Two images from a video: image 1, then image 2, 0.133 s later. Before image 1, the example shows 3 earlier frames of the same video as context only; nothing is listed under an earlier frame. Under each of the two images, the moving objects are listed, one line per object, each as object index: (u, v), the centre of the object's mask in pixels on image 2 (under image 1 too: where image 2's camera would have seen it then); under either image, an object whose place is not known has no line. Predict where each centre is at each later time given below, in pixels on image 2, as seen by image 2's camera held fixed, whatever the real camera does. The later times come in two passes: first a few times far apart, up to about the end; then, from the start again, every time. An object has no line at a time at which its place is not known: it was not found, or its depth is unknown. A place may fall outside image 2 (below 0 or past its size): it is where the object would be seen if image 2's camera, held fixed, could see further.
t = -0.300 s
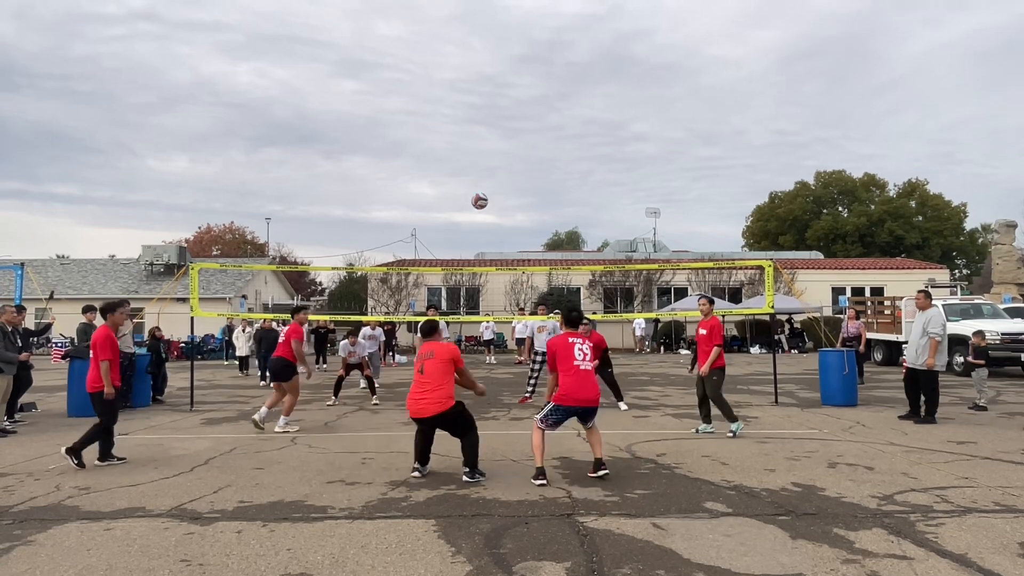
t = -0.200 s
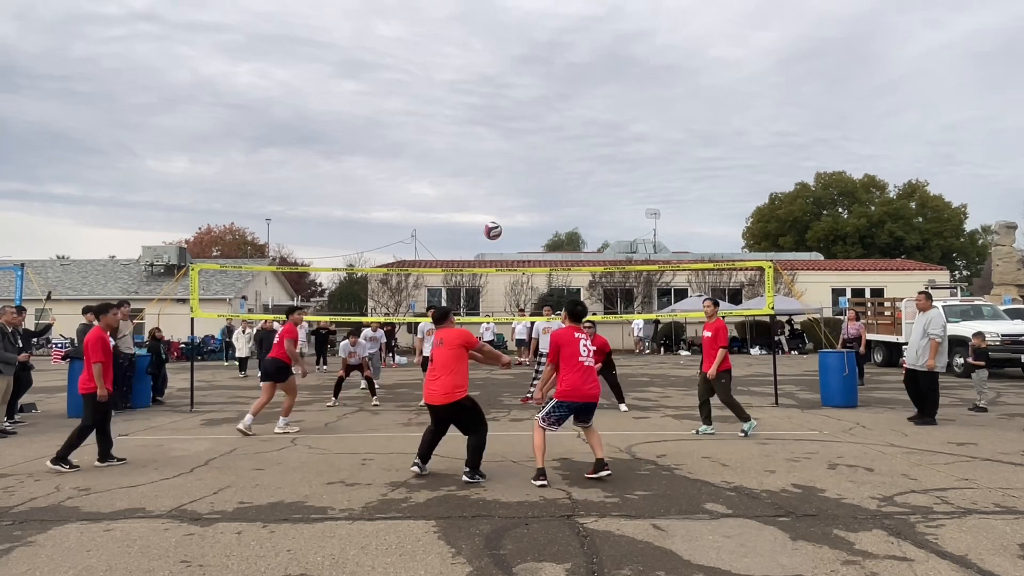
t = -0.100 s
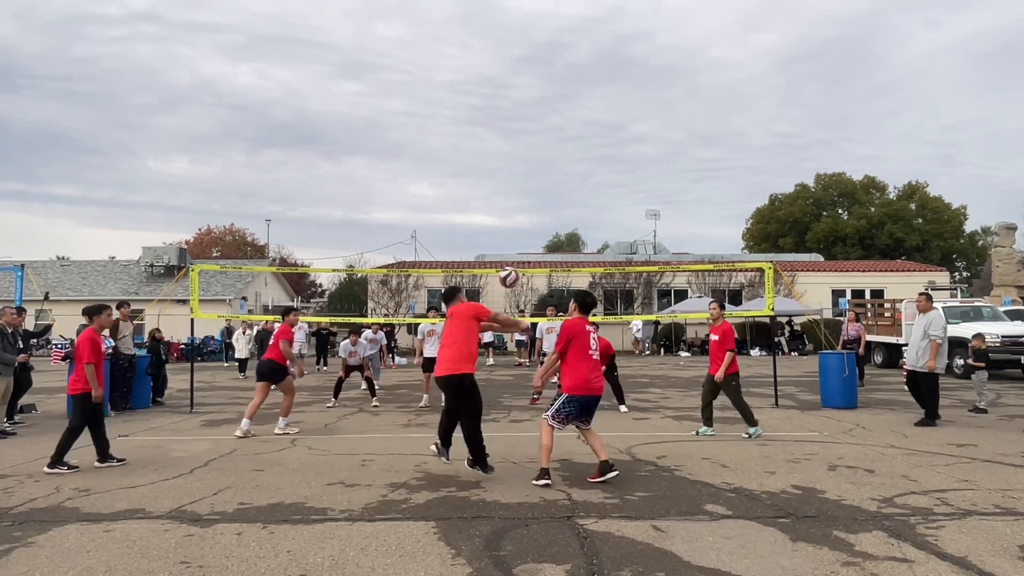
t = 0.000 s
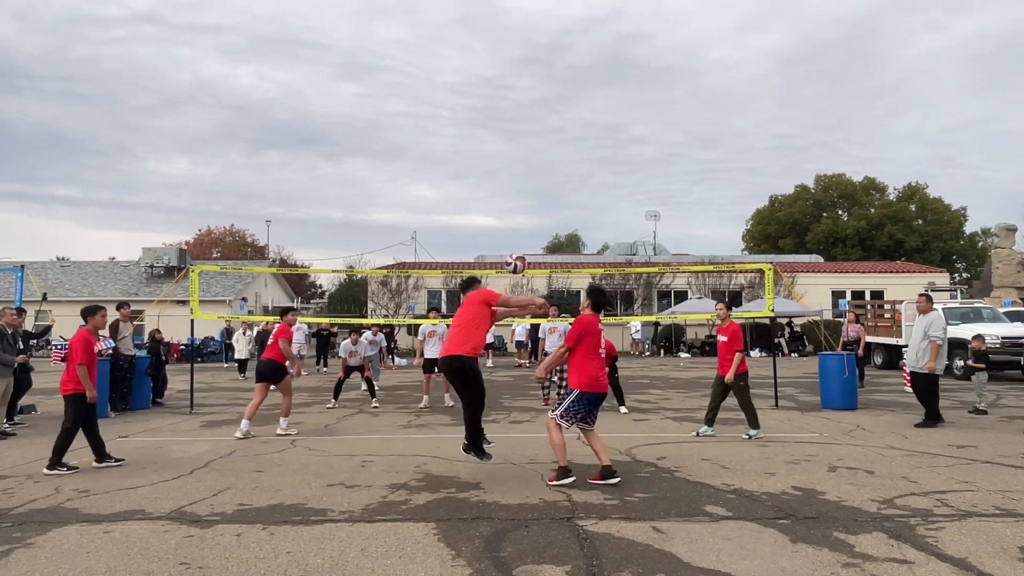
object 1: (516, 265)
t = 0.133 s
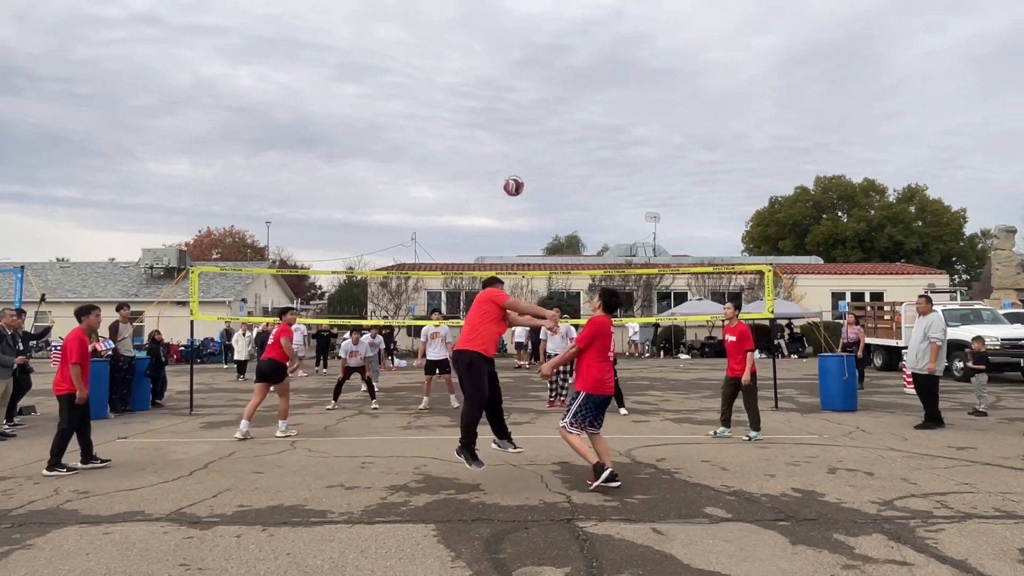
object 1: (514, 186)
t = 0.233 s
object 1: (512, 142)
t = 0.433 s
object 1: (510, 89)
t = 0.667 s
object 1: (508, 77)
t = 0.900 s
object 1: (508, 110)
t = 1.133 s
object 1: (509, 179)
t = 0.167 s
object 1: (513, 170)
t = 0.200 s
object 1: (512, 156)
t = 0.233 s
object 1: (512, 142)
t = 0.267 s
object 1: (511, 130)
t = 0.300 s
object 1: (511, 120)
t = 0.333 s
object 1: (511, 110)
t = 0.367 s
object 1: (510, 102)
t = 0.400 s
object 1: (510, 95)
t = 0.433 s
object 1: (510, 89)
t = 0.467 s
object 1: (509, 85)
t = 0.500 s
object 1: (509, 81)
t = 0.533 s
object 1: (509, 78)
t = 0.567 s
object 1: (508, 77)
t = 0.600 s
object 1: (508, 76)
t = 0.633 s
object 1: (508, 76)
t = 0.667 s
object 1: (508, 77)
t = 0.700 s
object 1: (508, 80)
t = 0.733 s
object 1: (508, 82)
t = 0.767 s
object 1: (508, 86)
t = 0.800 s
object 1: (508, 91)
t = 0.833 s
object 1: (508, 96)
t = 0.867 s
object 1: (508, 103)
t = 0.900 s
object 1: (508, 110)
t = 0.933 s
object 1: (508, 118)
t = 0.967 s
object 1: (508, 126)
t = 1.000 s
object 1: (508, 136)
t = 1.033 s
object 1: (508, 145)
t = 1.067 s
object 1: (509, 156)
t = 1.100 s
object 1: (509, 167)
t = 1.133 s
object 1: (509, 179)
